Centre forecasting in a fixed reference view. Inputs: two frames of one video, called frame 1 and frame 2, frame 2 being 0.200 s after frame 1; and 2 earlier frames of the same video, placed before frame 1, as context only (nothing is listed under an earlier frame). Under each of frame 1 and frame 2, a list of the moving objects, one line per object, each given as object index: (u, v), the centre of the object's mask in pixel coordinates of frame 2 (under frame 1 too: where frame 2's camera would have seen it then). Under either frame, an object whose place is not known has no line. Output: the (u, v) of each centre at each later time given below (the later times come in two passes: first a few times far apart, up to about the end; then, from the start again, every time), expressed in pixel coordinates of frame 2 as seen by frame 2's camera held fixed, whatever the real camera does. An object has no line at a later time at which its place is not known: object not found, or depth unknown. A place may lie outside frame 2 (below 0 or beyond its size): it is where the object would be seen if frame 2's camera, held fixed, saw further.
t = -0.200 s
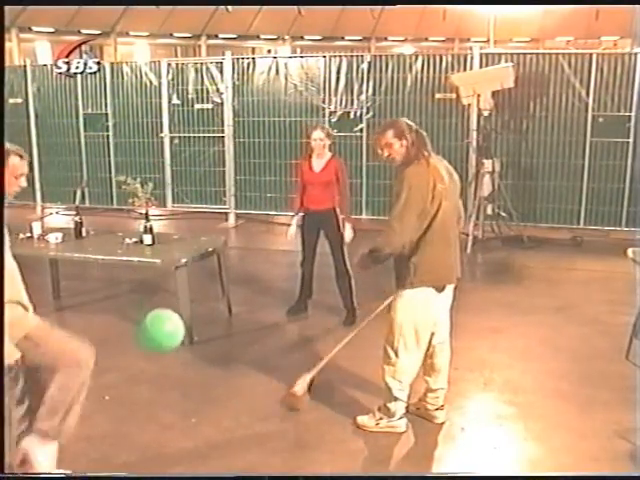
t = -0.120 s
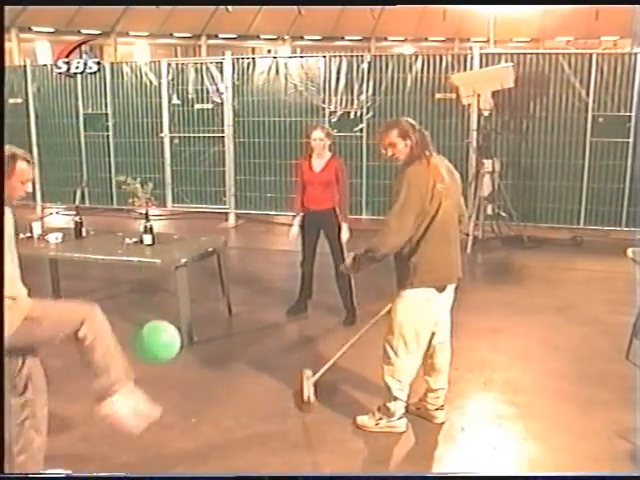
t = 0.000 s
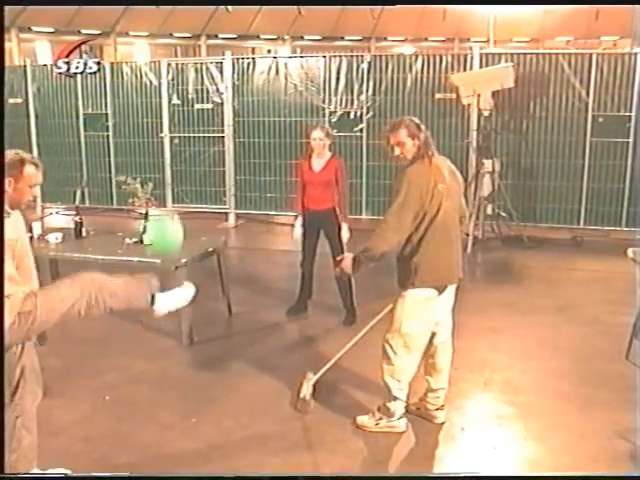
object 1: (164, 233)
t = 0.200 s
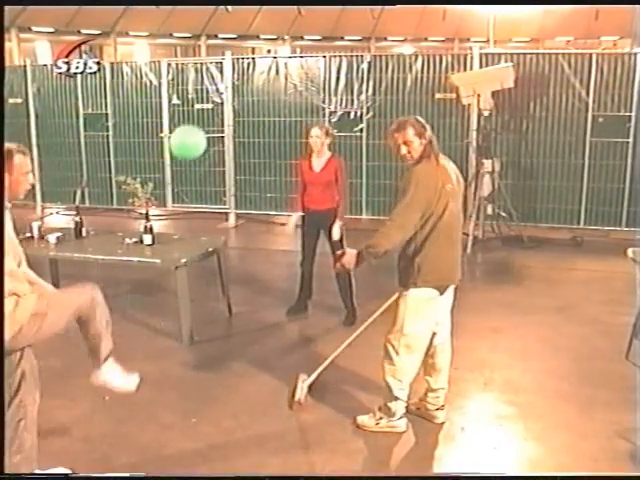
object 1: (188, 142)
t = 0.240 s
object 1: (194, 134)
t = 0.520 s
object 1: (228, 104)
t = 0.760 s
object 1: (246, 101)
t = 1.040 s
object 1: (263, 114)
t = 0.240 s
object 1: (194, 134)
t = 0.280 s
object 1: (200, 127)
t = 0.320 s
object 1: (205, 121)
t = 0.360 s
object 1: (209, 116)
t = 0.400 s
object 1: (216, 112)
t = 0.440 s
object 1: (220, 109)
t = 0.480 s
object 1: (224, 106)
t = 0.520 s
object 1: (228, 104)
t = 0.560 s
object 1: (231, 103)
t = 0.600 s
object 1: (235, 102)
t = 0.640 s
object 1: (238, 101)
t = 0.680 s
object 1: (241, 101)
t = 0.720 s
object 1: (243, 101)
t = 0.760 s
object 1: (246, 101)
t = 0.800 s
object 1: (250, 102)
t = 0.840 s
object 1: (252, 103)
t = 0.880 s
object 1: (254, 105)
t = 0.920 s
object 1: (257, 107)
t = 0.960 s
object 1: (259, 109)
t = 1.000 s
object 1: (261, 111)
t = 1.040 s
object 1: (263, 114)
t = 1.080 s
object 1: (264, 117)
